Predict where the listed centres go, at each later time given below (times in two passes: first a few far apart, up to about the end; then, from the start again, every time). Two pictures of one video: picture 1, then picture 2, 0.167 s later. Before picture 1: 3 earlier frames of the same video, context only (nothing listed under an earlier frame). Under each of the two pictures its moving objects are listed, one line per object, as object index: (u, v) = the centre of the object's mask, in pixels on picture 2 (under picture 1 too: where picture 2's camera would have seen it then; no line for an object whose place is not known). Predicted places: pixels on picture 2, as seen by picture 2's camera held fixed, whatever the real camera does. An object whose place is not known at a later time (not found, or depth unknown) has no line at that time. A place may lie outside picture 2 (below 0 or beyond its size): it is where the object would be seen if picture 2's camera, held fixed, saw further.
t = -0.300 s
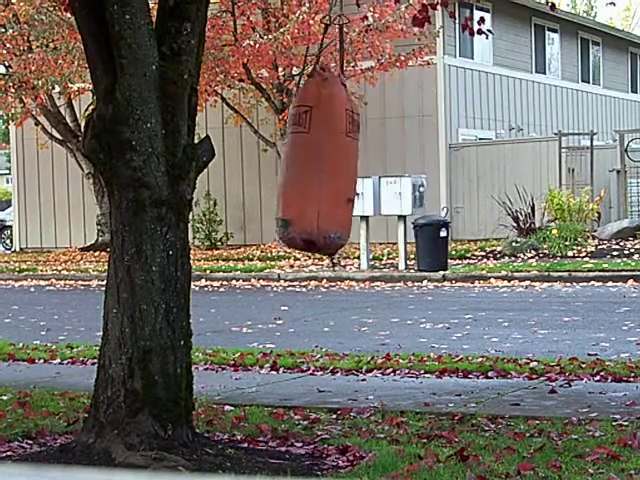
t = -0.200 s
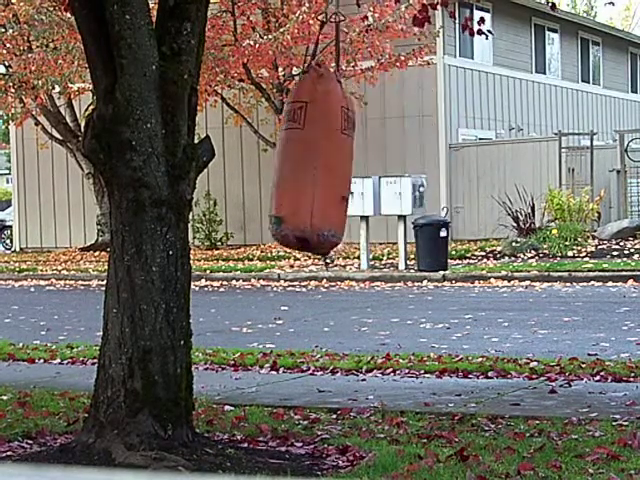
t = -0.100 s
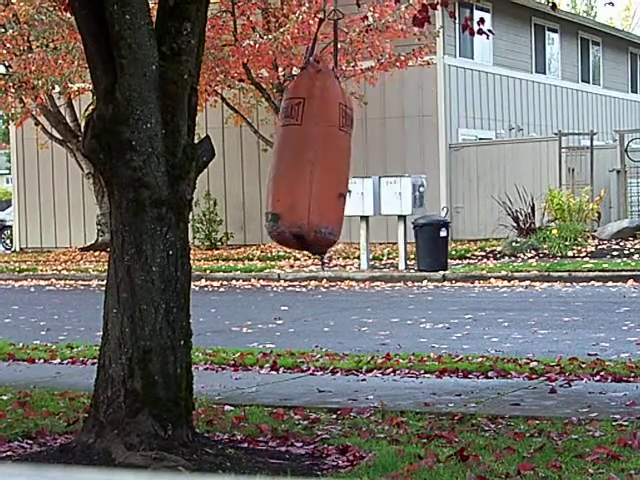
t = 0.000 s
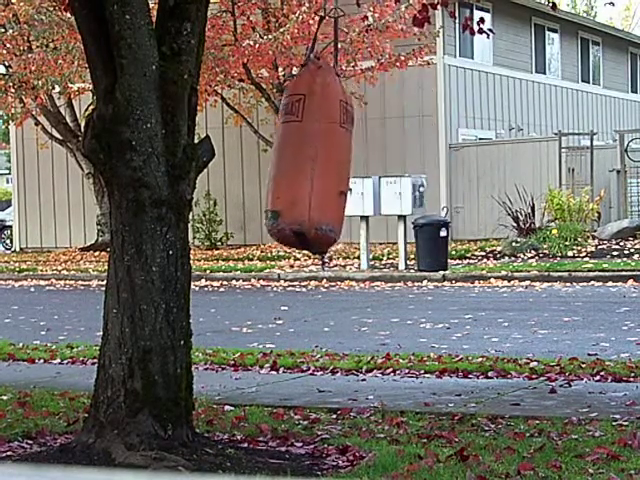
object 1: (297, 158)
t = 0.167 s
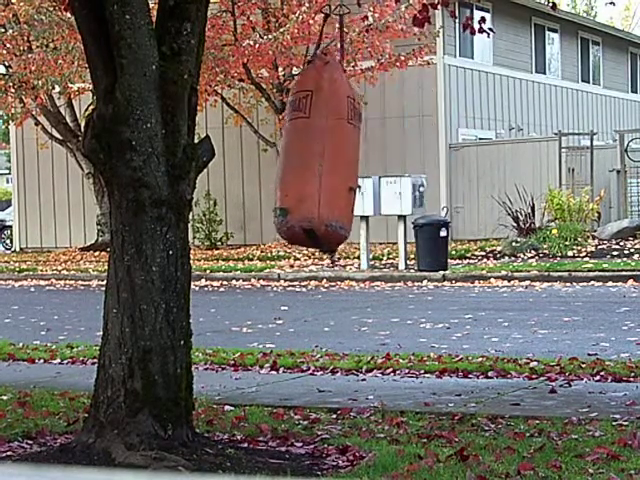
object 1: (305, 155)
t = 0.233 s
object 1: (310, 156)
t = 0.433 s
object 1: (334, 157)
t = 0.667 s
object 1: (369, 161)
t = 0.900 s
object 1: (397, 161)
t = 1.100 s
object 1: (414, 160)
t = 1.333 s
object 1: (421, 157)
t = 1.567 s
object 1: (413, 154)
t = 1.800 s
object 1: (394, 156)
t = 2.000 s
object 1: (371, 161)
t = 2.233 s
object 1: (340, 165)
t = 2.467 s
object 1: (314, 165)
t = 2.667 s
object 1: (301, 162)
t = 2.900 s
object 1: (302, 157)
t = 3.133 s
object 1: (318, 157)
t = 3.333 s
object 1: (344, 158)
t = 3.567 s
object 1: (376, 161)
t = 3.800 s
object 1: (402, 162)
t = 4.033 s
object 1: (416, 159)
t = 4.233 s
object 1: (415, 156)
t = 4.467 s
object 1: (407, 155)
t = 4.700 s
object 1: (388, 158)
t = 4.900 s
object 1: (365, 163)
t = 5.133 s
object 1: (333, 163)
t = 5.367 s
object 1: (316, 166)
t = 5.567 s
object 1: (302, 161)
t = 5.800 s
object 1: (306, 158)
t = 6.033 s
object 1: (326, 156)
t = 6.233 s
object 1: (350, 159)
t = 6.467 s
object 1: (382, 161)
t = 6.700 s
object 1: (405, 162)
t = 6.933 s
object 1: (416, 159)
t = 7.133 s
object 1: (412, 157)
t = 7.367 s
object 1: (402, 155)
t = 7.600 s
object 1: (381, 156)
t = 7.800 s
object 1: (361, 164)
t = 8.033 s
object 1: (331, 165)
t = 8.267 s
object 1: (315, 164)
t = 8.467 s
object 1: (310, 160)
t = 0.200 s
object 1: (308, 156)
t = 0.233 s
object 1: (310, 156)
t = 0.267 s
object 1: (314, 156)
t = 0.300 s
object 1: (318, 157)
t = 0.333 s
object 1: (321, 157)
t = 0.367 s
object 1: (324, 156)
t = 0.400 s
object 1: (330, 156)
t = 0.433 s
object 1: (334, 157)
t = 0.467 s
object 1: (338, 158)
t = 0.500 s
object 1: (343, 157)
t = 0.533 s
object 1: (350, 158)
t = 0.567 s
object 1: (352, 159)
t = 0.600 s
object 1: (358, 159)
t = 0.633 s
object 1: (365, 160)
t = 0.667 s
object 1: (369, 161)
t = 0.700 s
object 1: (374, 161)
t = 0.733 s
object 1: (379, 161)
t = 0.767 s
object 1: (381, 160)
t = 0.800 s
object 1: (388, 161)
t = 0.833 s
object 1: (390, 161)
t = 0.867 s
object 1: (393, 161)
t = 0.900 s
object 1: (397, 161)
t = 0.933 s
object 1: (404, 161)
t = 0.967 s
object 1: (407, 160)
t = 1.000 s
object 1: (409, 160)
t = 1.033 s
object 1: (410, 160)
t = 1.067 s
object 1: (412, 160)
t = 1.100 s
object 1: (414, 160)
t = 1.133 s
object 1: (416, 159)
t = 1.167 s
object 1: (418, 159)
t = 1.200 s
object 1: (419, 158)
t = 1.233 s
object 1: (420, 159)
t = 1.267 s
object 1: (420, 158)
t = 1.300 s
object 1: (420, 157)
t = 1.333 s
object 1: (421, 157)
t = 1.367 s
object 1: (420, 156)
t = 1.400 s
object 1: (420, 155)
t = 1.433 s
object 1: (419, 154)
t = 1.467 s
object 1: (417, 153)
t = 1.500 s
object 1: (416, 153)
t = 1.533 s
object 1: (415, 154)
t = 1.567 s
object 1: (413, 154)
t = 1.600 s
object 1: (411, 154)
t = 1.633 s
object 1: (409, 154)
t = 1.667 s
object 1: (406, 154)
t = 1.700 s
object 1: (403, 155)
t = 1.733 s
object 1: (400, 155)
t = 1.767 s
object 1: (397, 156)
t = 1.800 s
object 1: (394, 156)
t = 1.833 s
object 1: (390, 157)
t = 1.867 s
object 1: (386, 157)
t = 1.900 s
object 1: (383, 158)
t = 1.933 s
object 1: (379, 159)
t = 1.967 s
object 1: (374, 160)
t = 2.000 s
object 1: (371, 161)
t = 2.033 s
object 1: (366, 162)
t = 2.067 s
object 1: (361, 163)
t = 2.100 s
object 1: (357, 164)
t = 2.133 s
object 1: (353, 165)
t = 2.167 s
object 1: (349, 165)
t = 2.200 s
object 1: (345, 165)
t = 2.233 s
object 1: (340, 165)
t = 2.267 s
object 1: (336, 165)
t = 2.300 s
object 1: (332, 166)
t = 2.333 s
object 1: (328, 165)
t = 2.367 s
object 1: (324, 165)
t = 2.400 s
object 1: (321, 166)
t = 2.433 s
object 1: (317, 165)
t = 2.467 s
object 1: (314, 165)
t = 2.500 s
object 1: (311, 165)
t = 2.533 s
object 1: (309, 164)
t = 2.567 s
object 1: (306, 164)
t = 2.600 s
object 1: (304, 164)
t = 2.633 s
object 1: (303, 163)
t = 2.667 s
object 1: (301, 162)
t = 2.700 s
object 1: (300, 161)
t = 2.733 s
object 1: (300, 161)
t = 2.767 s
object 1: (300, 159)
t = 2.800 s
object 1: (303, 158)
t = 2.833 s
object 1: (303, 158)
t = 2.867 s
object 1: (301, 159)
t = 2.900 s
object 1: (302, 157)
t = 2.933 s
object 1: (303, 157)
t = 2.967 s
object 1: (308, 156)
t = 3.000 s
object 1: (307, 157)
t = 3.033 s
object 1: (309, 157)
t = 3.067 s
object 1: (312, 157)
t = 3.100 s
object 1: (317, 156)
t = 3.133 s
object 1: (318, 157)
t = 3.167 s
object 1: (323, 157)
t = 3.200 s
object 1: (328, 155)
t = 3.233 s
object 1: (330, 157)
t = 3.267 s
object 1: (333, 159)
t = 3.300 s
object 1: (340, 158)
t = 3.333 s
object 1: (344, 158)
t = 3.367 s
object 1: (349, 159)
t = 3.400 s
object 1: (353, 160)
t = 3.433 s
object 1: (358, 159)
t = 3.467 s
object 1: (363, 159)
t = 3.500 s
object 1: (367, 161)
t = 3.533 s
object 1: (371, 161)
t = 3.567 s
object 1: (376, 161)
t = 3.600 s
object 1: (380, 161)
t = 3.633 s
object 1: (384, 162)
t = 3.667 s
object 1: (388, 162)
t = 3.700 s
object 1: (392, 163)
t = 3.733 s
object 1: (396, 162)
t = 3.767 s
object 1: (399, 162)
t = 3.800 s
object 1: (402, 162)
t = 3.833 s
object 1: (405, 162)
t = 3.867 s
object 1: (408, 161)
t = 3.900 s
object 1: (410, 161)
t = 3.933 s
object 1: (412, 161)
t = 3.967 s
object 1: (414, 161)
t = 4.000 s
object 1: (415, 160)
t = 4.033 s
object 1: (416, 159)
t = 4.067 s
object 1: (417, 159)
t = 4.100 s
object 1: (418, 157)
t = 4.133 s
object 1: (416, 157)
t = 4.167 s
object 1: (416, 157)
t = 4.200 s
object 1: (416, 157)
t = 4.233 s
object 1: (415, 156)
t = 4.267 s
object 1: (414, 156)
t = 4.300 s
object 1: (413, 156)
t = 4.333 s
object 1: (412, 156)
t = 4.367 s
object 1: (410, 156)
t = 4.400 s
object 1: (411, 154)
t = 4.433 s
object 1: (410, 155)
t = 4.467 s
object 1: (407, 155)
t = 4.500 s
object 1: (405, 155)
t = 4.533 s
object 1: (403, 156)
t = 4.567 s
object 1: (400, 156)
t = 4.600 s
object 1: (397, 156)
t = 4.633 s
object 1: (394, 157)
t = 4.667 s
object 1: (392, 159)
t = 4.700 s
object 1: (388, 158)
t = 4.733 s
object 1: (384, 160)
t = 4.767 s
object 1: (380, 160)
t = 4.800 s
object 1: (376, 160)
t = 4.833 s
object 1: (373, 161)
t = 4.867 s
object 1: (369, 162)
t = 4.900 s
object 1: (365, 163)
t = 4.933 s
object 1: (361, 164)
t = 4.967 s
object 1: (357, 164)
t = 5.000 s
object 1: (353, 164)
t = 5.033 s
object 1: (350, 166)
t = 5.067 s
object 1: (346, 166)
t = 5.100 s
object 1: (337, 161)
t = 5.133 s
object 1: (333, 163)
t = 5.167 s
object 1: (329, 166)
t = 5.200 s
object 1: (327, 165)
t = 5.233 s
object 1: (324, 166)
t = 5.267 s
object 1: (321, 166)
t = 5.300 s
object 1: (321, 167)
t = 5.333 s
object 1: (318, 166)
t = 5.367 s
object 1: (316, 166)
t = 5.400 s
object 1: (314, 165)
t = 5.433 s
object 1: (311, 164)
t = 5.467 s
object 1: (309, 162)
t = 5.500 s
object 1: (306, 162)
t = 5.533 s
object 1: (302, 161)
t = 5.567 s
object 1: (302, 161)
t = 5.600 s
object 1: (301, 160)
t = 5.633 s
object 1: (302, 160)
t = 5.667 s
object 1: (302, 161)
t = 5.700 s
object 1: (302, 159)
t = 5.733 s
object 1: (303, 159)
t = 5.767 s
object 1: (304, 158)
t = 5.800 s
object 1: (306, 158)
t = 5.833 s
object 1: (308, 157)
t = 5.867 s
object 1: (310, 157)
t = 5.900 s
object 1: (313, 157)
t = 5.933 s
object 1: (316, 156)
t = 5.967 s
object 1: (319, 157)
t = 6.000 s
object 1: (322, 157)
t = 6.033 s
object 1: (326, 156)
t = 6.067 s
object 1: (330, 156)
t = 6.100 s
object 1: (333, 158)
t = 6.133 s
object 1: (337, 158)
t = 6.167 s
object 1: (345, 158)
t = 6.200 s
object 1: (349, 159)
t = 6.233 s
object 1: (350, 159)
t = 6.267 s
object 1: (357, 159)
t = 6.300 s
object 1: (362, 159)
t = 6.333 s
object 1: (366, 161)
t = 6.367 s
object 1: (370, 161)
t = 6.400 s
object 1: (375, 161)
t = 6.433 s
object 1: (379, 161)
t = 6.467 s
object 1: (382, 161)
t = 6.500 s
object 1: (387, 161)
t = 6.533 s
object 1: (390, 162)
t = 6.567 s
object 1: (394, 162)
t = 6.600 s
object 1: (397, 162)
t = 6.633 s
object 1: (400, 162)
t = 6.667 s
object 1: (403, 162)
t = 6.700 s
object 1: (405, 162)
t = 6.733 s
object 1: (407, 161)
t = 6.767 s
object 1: (409, 161)
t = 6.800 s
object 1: (412, 161)
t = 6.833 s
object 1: (413, 161)
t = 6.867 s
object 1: (414, 160)
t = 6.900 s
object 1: (415, 160)
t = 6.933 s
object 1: (416, 159)
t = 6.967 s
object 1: (414, 158)
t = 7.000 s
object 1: (416, 157)
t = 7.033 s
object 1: (414, 158)
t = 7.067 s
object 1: (414, 158)
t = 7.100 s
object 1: (413, 157)
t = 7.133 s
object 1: (412, 157)
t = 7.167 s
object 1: (411, 157)
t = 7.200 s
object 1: (410, 157)
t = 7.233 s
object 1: (410, 156)
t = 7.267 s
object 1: (409, 156)
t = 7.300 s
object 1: (407, 156)
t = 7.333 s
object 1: (405, 155)
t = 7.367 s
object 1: (402, 155)
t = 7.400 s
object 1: (400, 155)
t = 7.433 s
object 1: (397, 155)
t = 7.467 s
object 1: (395, 157)
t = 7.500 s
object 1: (392, 157)
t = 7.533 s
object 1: (388, 157)
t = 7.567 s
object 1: (385, 157)
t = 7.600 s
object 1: (381, 156)
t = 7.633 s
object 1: (378, 158)
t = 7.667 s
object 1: (375, 159)
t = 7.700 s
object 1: (372, 161)
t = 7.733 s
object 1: (364, 161)
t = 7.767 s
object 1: (364, 163)
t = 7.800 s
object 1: (361, 164)
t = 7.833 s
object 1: (357, 165)
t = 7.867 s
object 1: (353, 166)
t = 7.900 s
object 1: (344, 164)
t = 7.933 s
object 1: (341, 164)
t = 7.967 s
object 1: (337, 166)
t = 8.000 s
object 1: (334, 165)
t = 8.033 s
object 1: (331, 165)
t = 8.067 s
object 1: (328, 165)
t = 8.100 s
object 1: (328, 166)
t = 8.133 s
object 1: (322, 165)
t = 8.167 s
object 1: (320, 166)
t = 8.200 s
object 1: (320, 164)
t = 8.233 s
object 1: (317, 164)
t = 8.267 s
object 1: (315, 164)
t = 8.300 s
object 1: (314, 163)
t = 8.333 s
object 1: (312, 163)
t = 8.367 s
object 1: (311, 163)
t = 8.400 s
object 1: (310, 162)
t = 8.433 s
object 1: (310, 161)
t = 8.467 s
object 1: (310, 160)
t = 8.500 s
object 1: (310, 159)
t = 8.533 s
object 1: (311, 159)
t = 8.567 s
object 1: (311, 158)
